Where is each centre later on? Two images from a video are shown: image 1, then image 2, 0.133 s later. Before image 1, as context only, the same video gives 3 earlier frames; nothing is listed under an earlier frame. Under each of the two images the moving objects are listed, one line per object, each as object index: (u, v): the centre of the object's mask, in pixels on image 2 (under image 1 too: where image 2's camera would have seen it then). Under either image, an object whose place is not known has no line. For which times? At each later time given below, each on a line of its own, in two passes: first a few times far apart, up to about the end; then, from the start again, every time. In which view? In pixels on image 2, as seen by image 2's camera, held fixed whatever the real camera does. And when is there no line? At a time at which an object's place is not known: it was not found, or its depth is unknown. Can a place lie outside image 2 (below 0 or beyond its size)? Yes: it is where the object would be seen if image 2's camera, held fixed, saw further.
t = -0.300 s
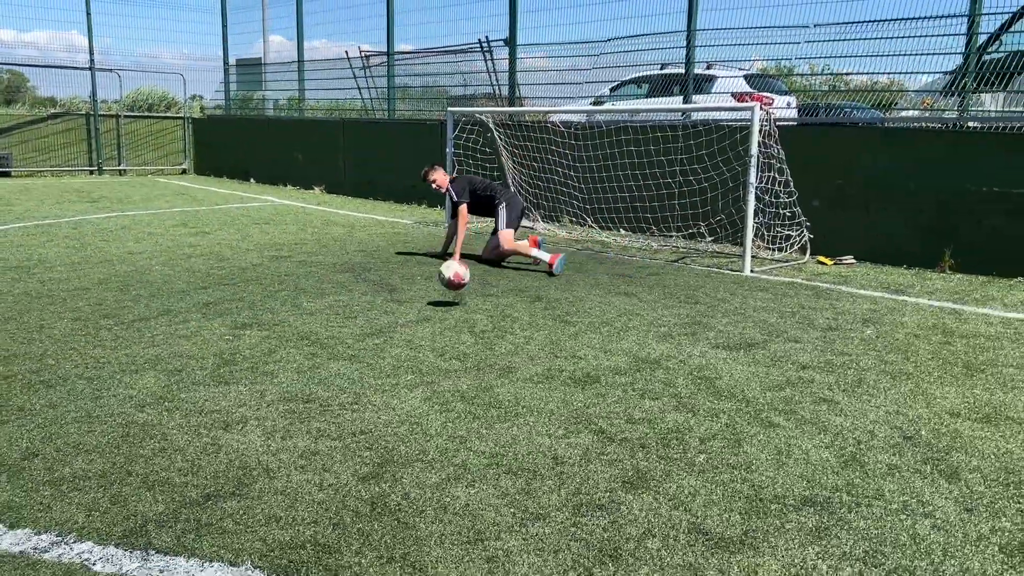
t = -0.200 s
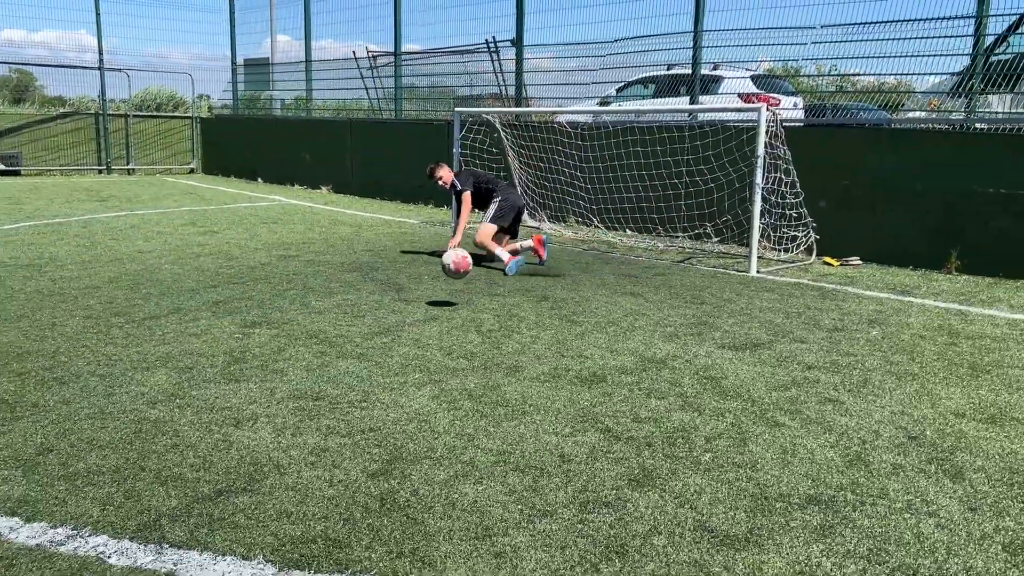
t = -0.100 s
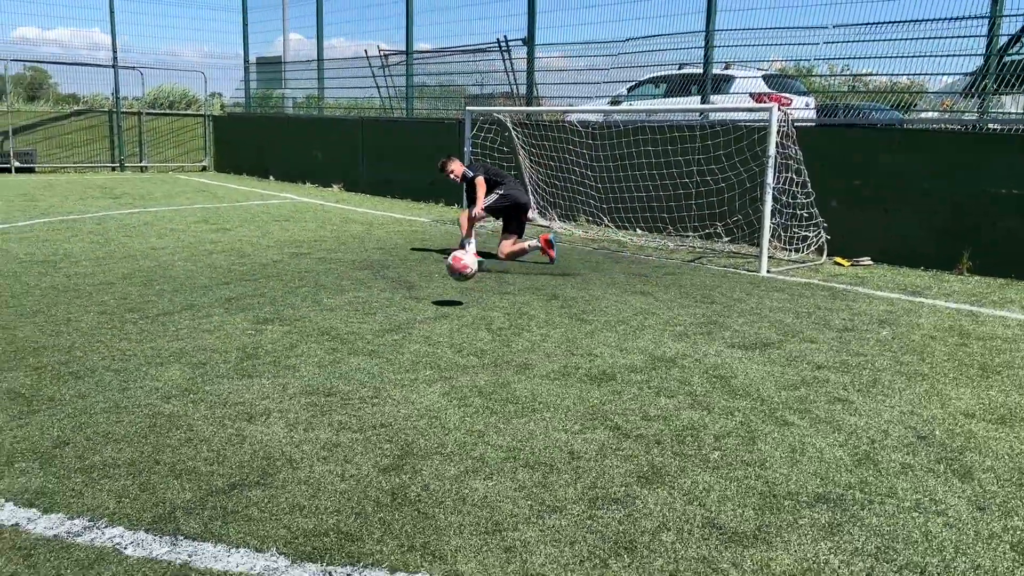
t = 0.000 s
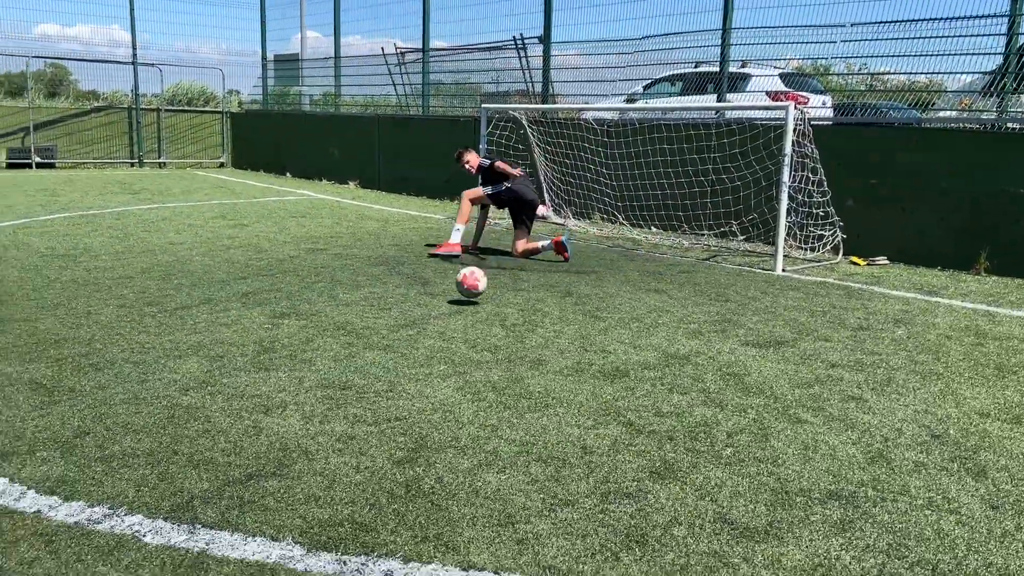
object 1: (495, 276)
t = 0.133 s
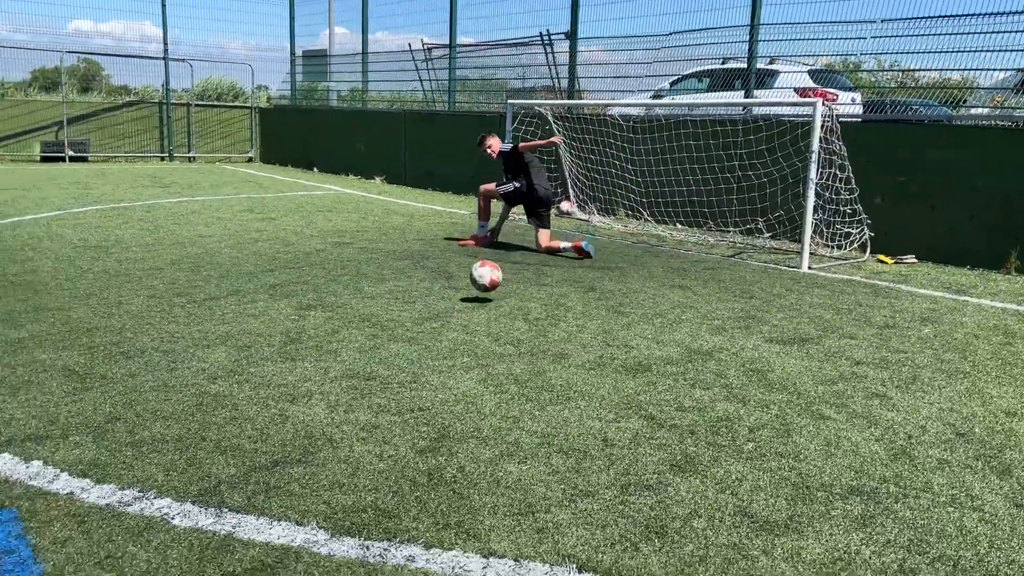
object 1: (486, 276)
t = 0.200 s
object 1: (481, 278)
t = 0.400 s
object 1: (465, 291)
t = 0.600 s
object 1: (449, 301)
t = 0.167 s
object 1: (483, 276)
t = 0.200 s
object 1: (481, 278)
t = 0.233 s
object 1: (478, 282)
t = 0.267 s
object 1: (475, 289)
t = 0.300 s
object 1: (473, 293)
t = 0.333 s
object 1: (470, 291)
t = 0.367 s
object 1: (468, 290)
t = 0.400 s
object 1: (465, 291)
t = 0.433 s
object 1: (463, 295)
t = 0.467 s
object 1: (460, 297)
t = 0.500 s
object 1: (457, 297)
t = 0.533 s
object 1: (455, 299)
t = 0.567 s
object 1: (452, 300)
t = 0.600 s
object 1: (449, 301)
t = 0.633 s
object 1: (447, 302)
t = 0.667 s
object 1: (444, 303)
